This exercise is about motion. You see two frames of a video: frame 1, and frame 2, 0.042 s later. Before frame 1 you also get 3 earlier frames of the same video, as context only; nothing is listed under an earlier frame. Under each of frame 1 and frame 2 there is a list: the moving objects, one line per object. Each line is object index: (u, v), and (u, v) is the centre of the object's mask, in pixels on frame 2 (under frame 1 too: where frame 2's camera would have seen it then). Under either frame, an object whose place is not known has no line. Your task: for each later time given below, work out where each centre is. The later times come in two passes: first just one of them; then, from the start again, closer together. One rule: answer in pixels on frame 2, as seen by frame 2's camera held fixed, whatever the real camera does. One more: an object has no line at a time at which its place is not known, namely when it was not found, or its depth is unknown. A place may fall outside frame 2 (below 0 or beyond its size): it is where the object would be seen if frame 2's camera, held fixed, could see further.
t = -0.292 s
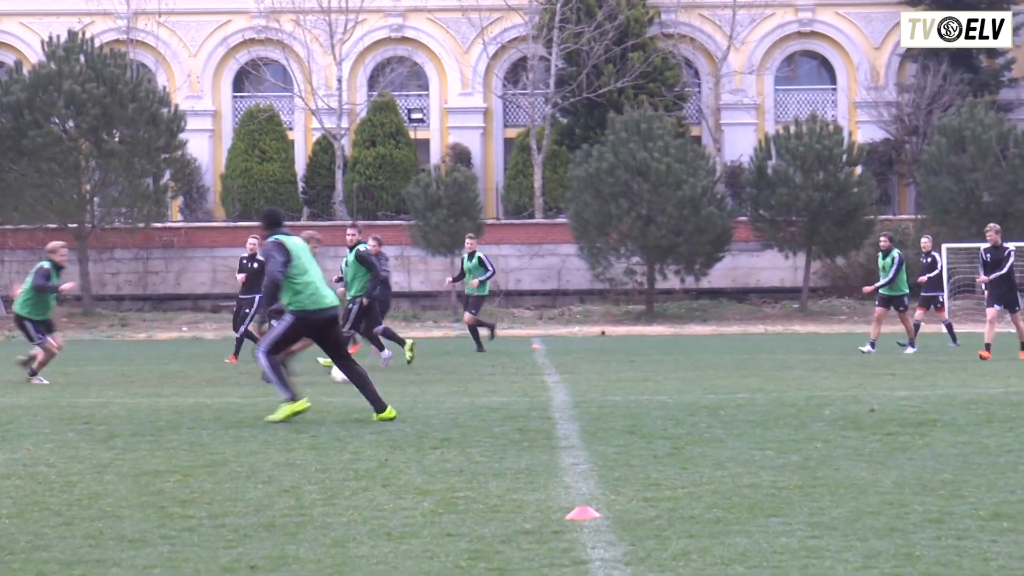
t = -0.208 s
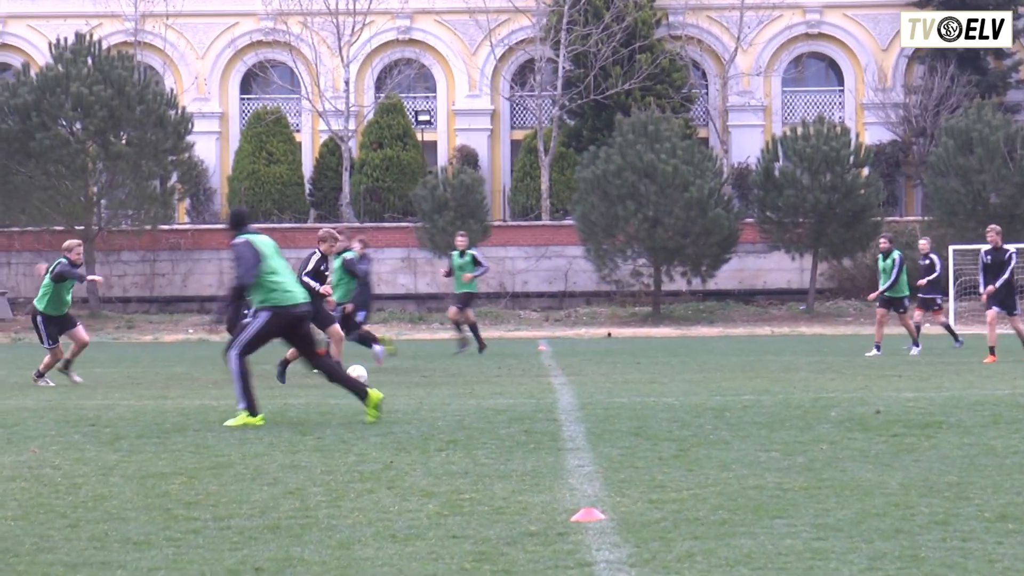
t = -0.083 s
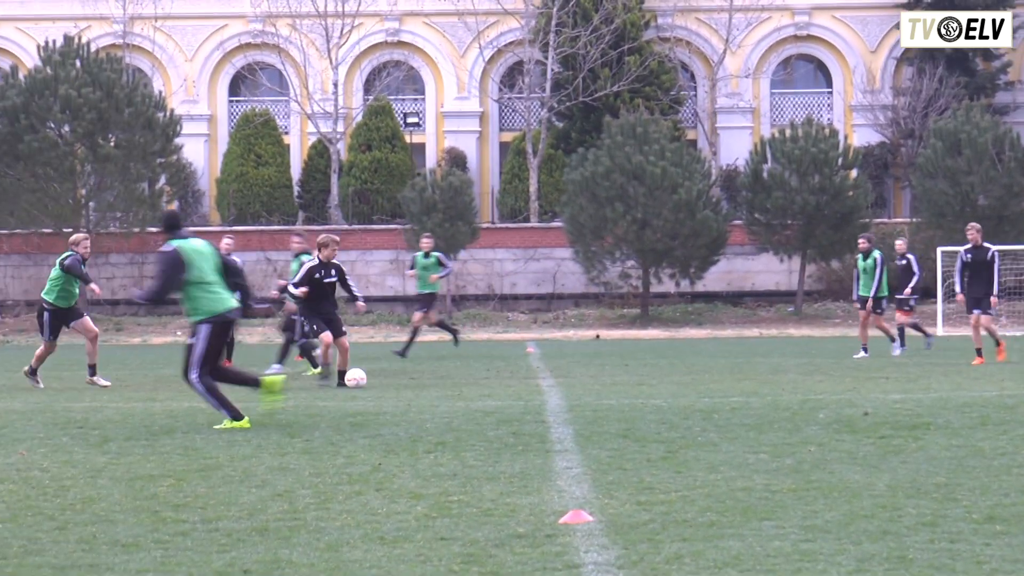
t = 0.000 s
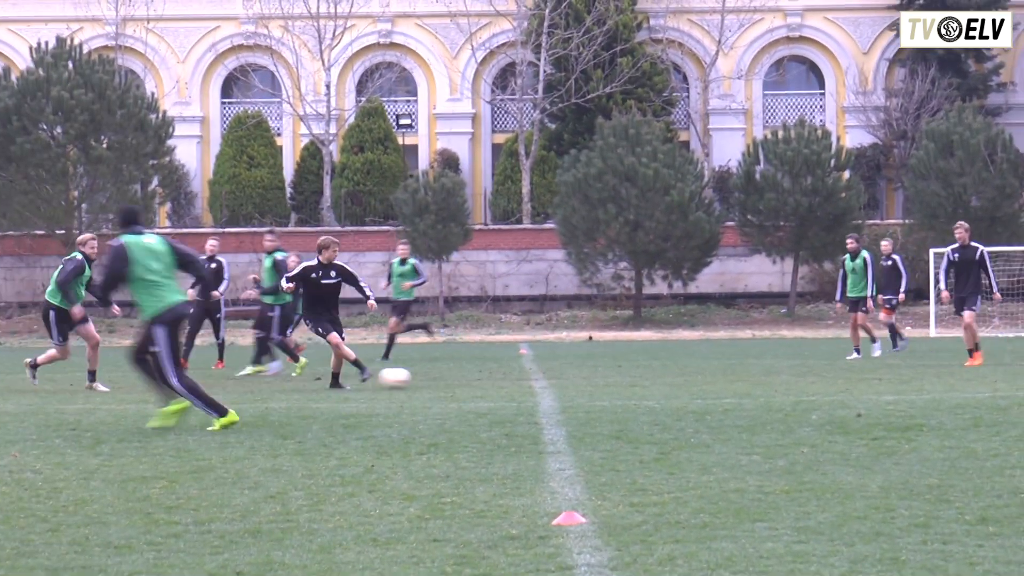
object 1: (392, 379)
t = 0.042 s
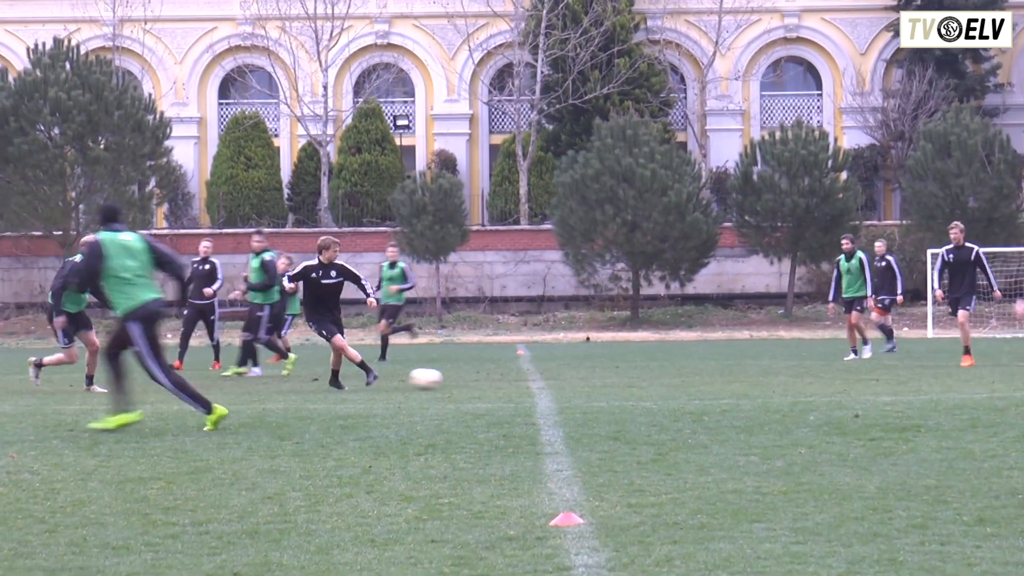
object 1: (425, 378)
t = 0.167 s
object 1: (524, 378)
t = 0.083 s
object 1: (459, 379)
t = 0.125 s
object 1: (493, 381)
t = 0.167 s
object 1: (524, 378)
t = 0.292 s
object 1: (631, 376)
